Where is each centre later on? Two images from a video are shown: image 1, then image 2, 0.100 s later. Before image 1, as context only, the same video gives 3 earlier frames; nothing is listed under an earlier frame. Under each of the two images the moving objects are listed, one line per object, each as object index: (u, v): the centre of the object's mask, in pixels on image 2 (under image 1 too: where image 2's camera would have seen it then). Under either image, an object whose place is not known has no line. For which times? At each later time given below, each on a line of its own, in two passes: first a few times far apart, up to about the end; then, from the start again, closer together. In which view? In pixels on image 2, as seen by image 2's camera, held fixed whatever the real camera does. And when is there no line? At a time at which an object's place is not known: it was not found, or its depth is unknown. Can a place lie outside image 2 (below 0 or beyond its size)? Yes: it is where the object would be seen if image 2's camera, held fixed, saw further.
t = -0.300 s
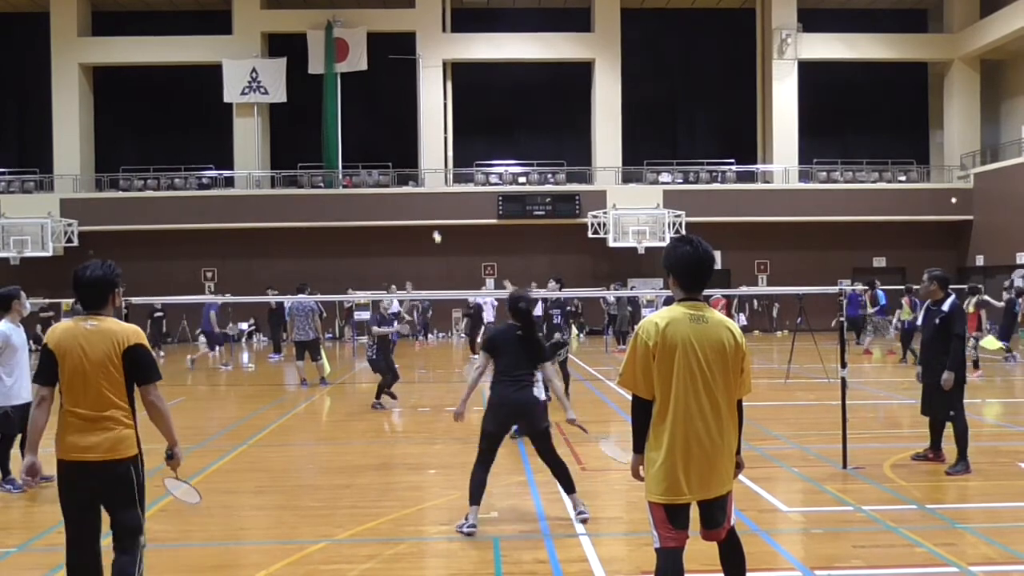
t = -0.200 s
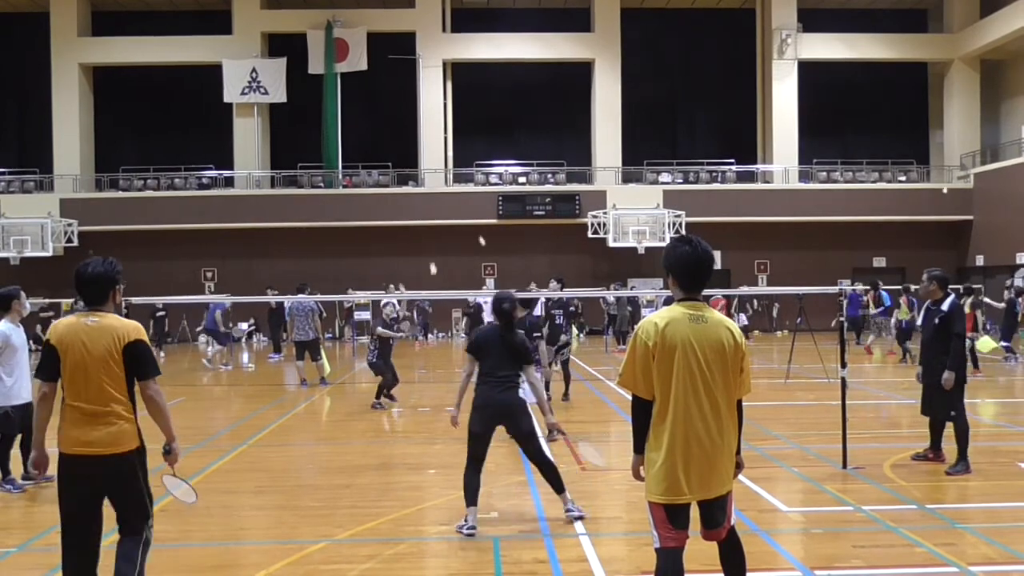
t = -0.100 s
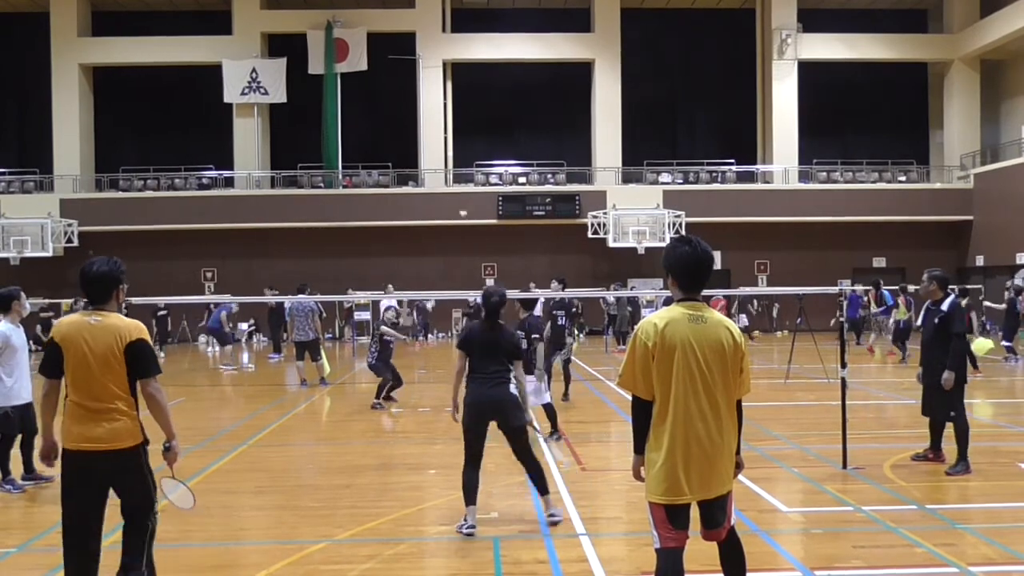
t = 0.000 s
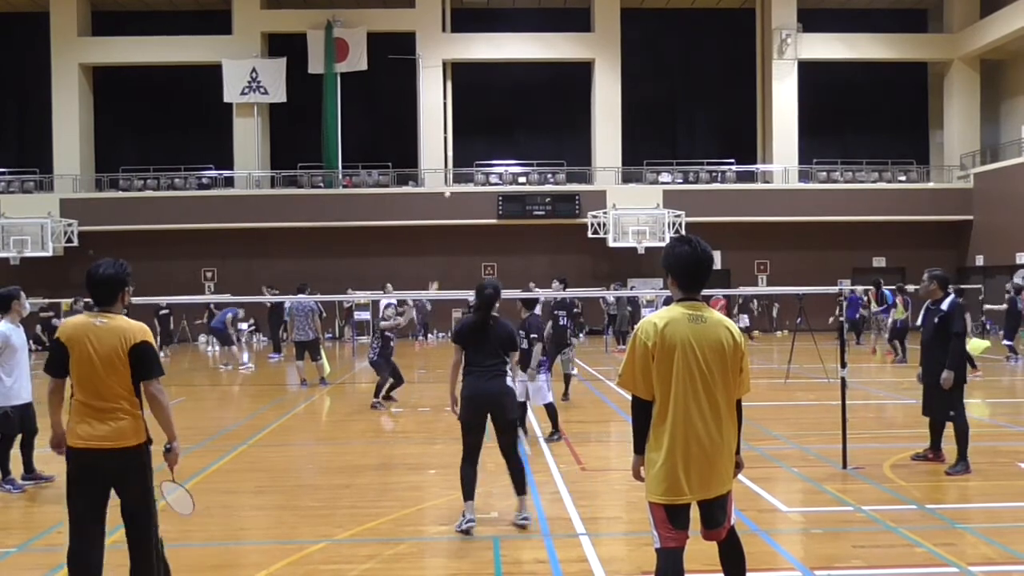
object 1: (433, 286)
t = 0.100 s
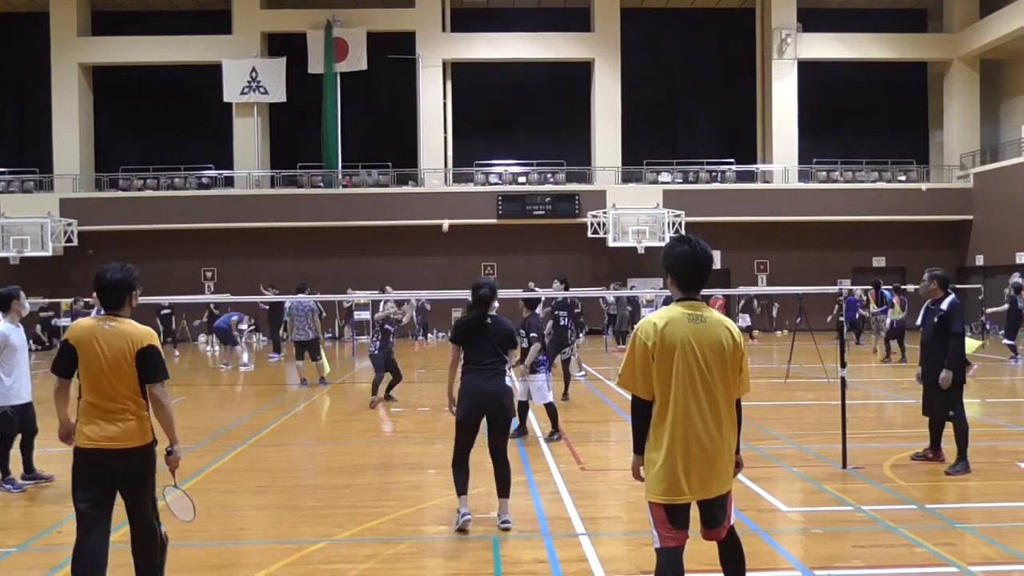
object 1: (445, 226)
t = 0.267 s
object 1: (461, 153)
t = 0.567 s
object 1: (484, 99)
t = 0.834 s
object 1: (499, 114)
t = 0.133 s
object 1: (449, 209)
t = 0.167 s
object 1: (451, 196)
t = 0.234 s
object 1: (458, 164)
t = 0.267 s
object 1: (461, 153)
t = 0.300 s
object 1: (463, 143)
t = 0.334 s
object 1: (466, 134)
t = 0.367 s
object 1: (468, 126)
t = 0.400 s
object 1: (471, 120)
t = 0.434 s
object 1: (473, 114)
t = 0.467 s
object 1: (476, 109)
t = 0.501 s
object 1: (479, 105)
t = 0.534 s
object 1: (482, 101)
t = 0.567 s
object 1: (484, 99)
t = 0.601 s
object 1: (486, 97)
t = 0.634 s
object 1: (488, 97)
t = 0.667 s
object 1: (490, 97)
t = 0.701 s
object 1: (492, 99)
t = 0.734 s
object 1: (494, 101)
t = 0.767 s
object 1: (496, 104)
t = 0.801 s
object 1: (498, 108)
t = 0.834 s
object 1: (499, 114)
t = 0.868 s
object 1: (501, 120)
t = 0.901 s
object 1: (503, 126)
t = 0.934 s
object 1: (505, 134)
